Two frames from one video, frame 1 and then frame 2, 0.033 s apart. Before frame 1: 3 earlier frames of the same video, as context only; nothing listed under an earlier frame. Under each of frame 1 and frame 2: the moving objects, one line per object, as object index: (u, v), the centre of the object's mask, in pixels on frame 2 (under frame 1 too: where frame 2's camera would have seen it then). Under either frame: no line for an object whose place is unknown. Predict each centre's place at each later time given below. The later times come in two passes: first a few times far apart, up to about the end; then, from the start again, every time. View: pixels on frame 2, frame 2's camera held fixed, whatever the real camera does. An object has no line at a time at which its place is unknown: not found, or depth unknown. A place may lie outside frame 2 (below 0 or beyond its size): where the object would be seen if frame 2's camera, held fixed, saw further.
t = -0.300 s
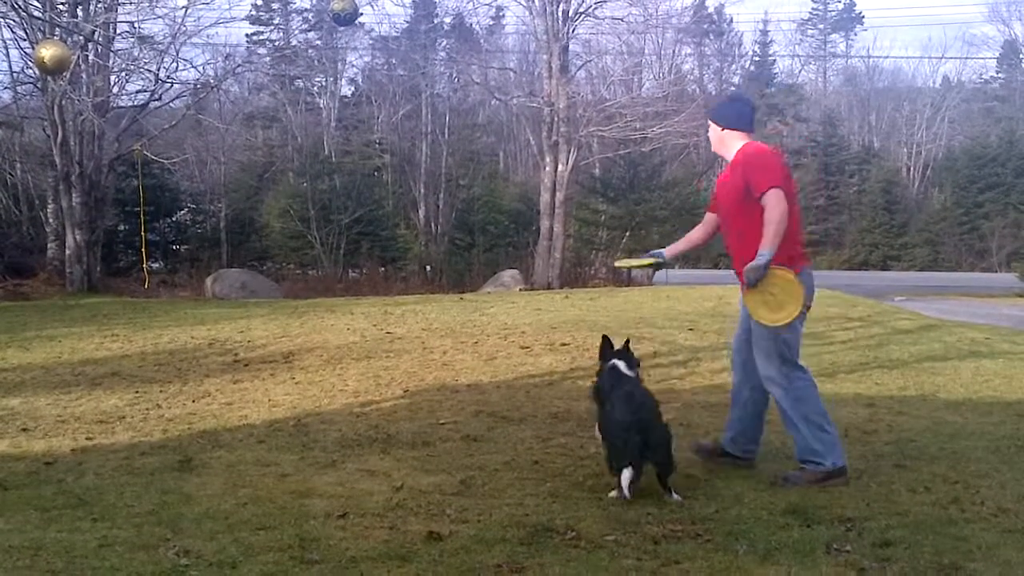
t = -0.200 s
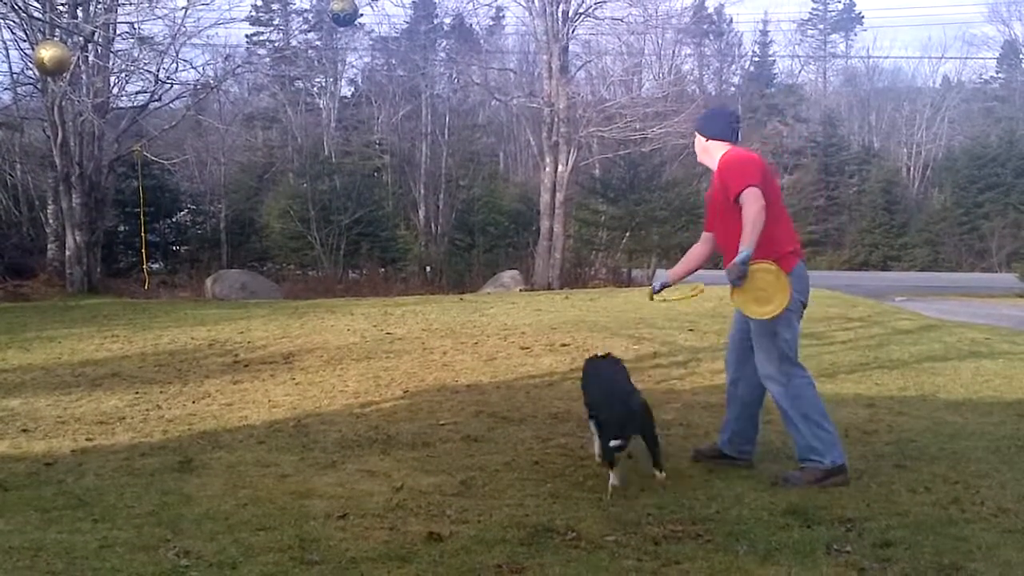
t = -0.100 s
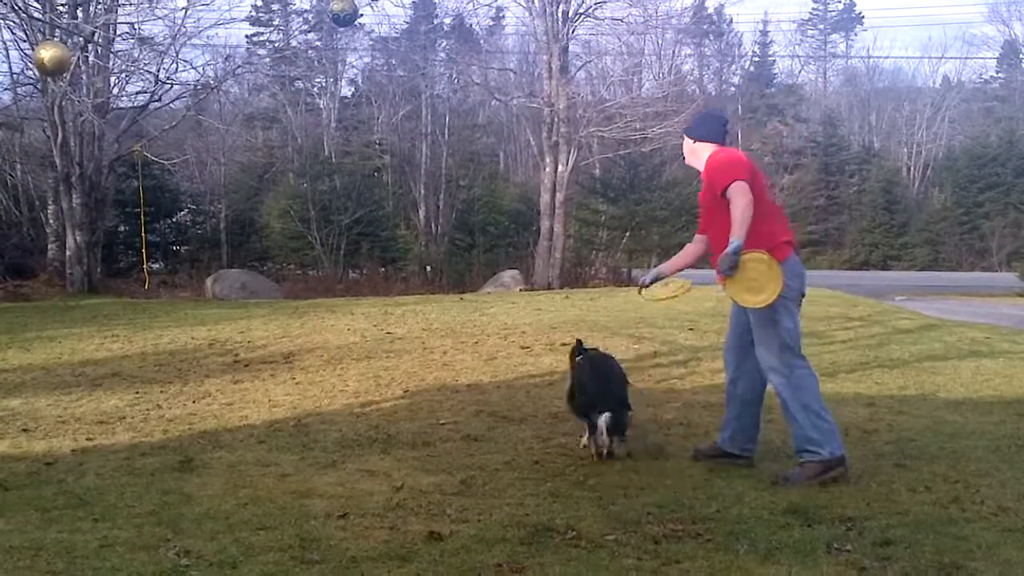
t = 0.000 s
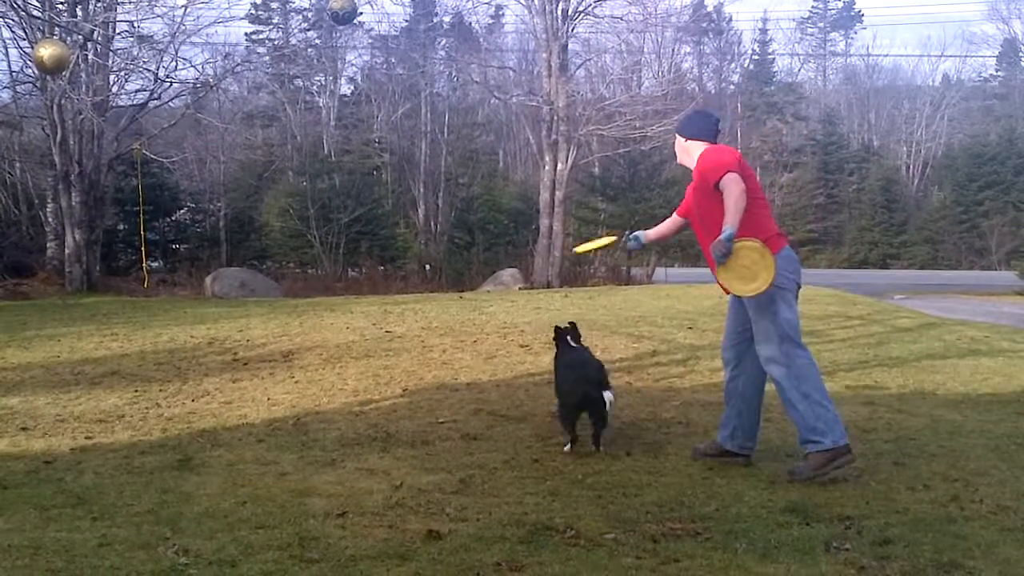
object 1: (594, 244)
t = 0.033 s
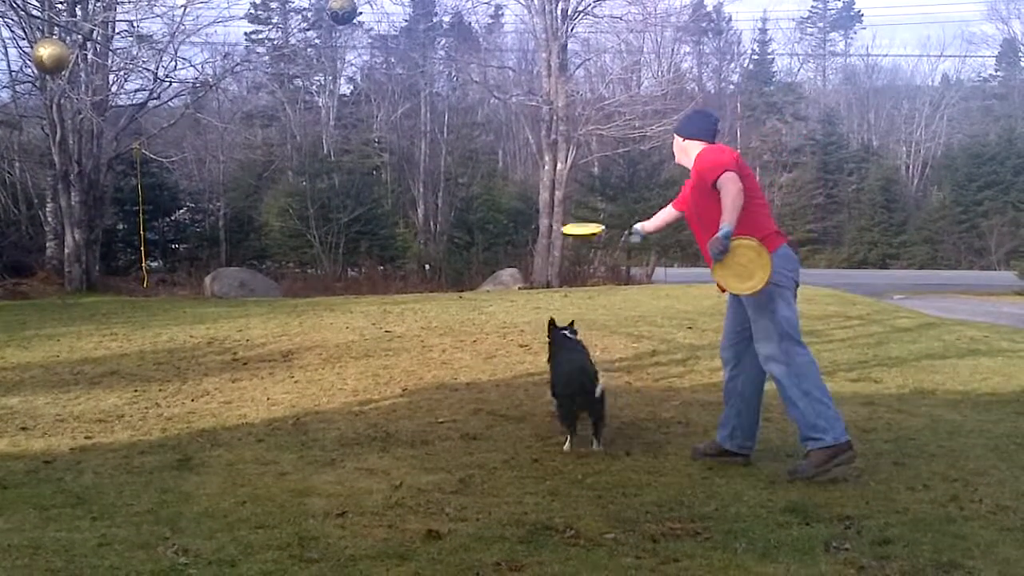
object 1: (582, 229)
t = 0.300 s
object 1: (513, 170)
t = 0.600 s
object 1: (472, 156)
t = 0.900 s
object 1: (455, 168)
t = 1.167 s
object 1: (458, 186)
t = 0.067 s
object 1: (572, 215)
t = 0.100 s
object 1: (560, 204)
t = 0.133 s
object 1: (552, 196)
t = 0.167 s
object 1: (544, 188)
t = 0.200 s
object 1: (535, 183)
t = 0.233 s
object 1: (527, 178)
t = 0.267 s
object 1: (521, 174)
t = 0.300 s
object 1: (513, 170)
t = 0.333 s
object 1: (509, 168)
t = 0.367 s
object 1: (503, 165)
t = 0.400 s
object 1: (497, 162)
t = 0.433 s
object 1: (492, 160)
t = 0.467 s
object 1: (485, 158)
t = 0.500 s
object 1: (483, 157)
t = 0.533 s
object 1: (479, 157)
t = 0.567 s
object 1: (474, 156)
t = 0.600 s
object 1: (472, 156)
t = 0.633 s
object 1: (469, 156)
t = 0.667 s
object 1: (466, 157)
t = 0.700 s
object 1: (463, 158)
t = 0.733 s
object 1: (462, 159)
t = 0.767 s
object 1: (459, 161)
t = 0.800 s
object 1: (458, 162)
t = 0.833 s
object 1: (457, 164)
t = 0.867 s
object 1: (456, 166)
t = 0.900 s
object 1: (455, 168)
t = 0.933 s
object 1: (455, 170)
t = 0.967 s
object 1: (454, 172)
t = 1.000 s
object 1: (455, 175)
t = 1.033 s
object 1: (455, 178)
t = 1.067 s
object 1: (456, 180)
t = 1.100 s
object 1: (456, 182)
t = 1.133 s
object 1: (458, 184)
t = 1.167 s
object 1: (458, 186)
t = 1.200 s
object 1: (461, 189)
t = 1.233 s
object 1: (462, 191)
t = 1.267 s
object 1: (463, 194)
